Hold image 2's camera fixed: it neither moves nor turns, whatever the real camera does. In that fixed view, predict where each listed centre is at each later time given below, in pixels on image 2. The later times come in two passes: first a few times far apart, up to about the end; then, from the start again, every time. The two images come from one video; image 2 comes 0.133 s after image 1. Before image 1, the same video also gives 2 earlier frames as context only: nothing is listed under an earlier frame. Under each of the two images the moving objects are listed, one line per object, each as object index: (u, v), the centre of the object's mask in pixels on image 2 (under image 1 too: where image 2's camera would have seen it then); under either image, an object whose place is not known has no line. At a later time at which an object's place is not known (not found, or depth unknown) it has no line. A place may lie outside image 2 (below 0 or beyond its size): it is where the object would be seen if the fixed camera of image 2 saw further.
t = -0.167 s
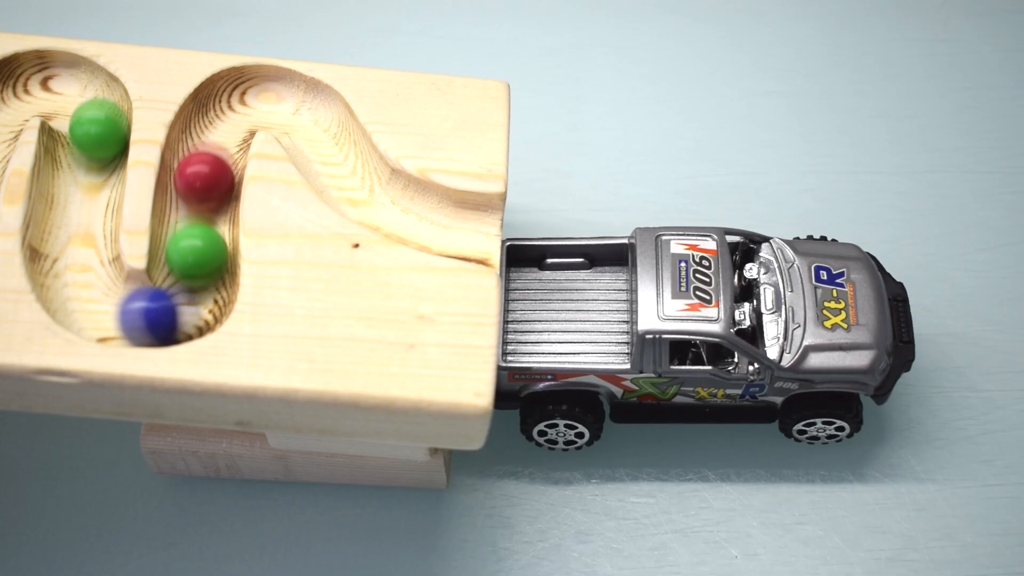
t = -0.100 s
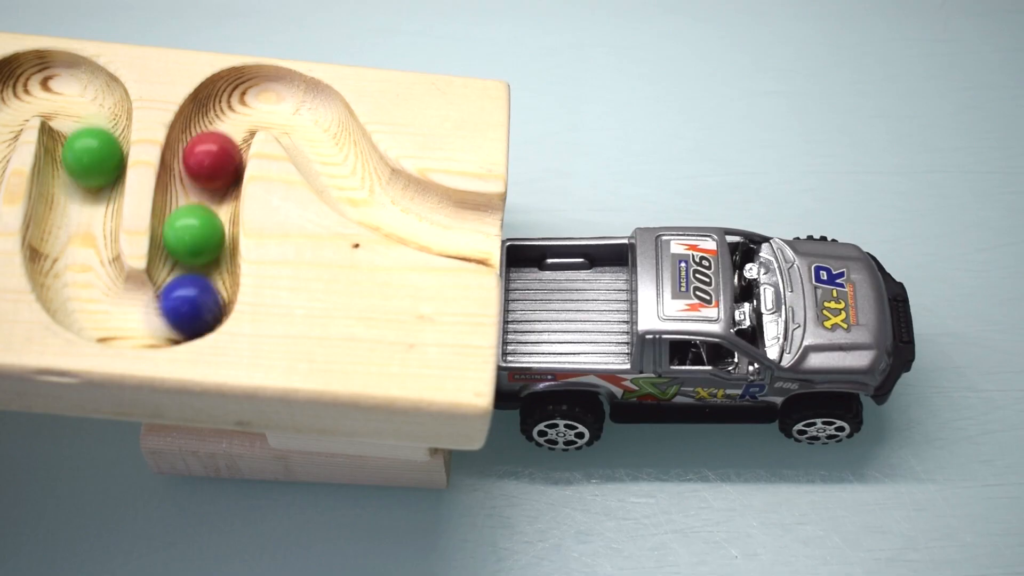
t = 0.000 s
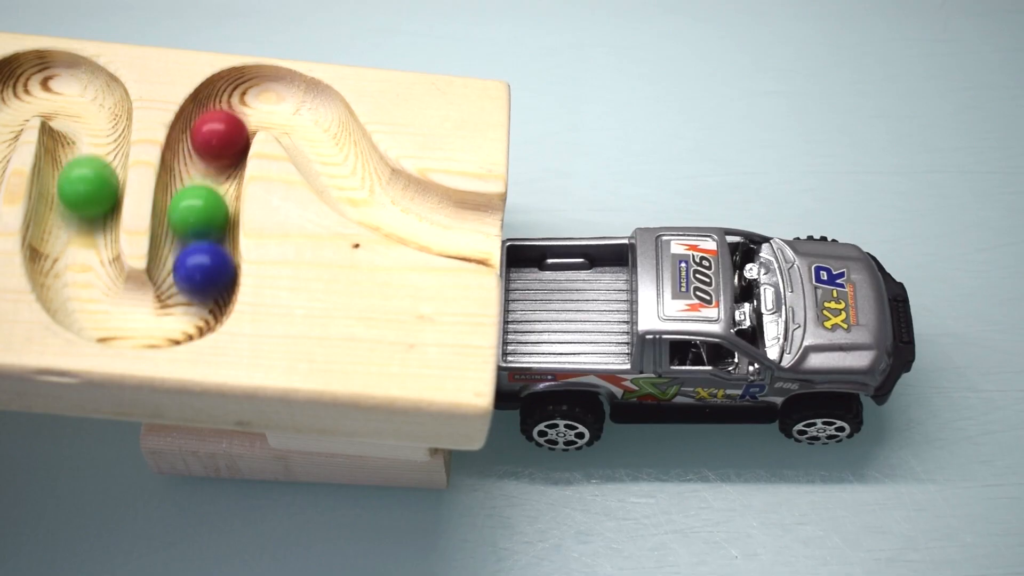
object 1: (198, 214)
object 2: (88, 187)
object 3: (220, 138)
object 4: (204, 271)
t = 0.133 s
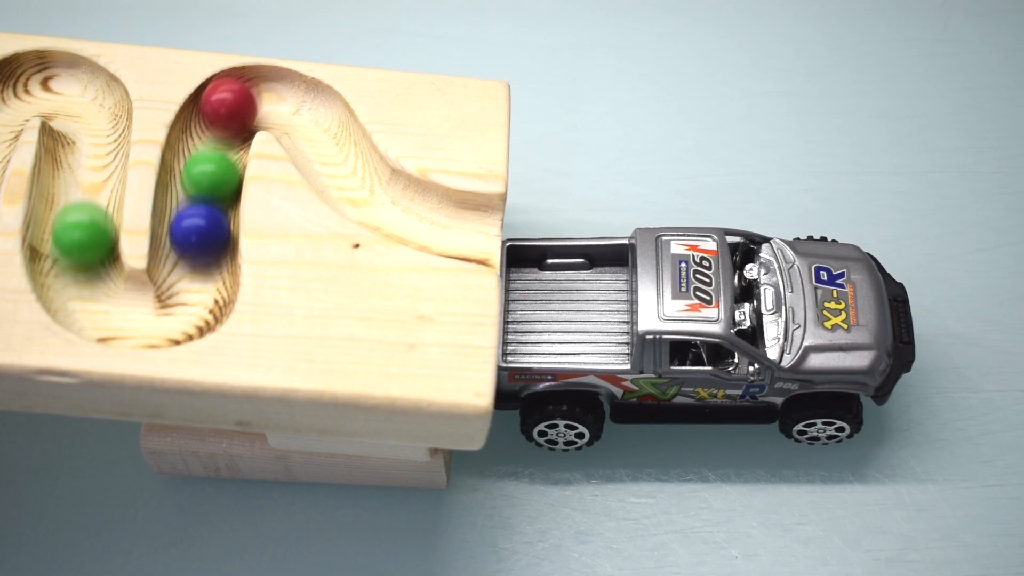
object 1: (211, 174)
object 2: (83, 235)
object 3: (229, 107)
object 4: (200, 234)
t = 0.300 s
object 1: (215, 132)
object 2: (84, 302)
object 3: (269, 96)
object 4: (206, 195)
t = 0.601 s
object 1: (282, 96)
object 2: (199, 291)
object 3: (343, 164)
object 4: (218, 137)
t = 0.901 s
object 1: (355, 188)
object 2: (207, 193)
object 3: (453, 229)
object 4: (265, 93)
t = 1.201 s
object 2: (229, 113)
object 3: (583, 298)
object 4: (333, 155)
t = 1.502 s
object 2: (308, 112)
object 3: (543, 326)
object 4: (447, 226)
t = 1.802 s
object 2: (369, 201)
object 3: (537, 334)
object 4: (582, 297)
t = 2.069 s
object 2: (538, 240)
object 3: (535, 334)
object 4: (595, 321)
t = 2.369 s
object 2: (600, 277)
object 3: (536, 334)
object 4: (601, 335)
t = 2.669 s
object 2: (597, 284)
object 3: (534, 334)
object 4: (600, 335)
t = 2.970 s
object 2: (595, 284)
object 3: (534, 335)
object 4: (601, 336)
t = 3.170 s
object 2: (596, 284)
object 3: (534, 335)
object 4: (601, 336)
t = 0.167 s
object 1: (215, 167)
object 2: (82, 250)
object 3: (234, 99)
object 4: (200, 225)
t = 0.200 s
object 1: (216, 156)
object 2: (82, 268)
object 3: (241, 93)
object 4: (201, 215)
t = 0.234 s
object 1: (215, 145)
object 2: (81, 283)
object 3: (252, 93)
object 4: (203, 206)
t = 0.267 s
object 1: (215, 137)
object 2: (81, 290)
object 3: (261, 93)
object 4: (204, 201)
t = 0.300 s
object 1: (215, 132)
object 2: (84, 302)
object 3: (269, 96)
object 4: (206, 195)
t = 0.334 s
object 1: (216, 122)
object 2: (93, 309)
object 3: (284, 98)
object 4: (210, 187)
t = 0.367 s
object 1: (219, 112)
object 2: (109, 313)
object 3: (295, 104)
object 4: (212, 178)
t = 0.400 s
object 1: (224, 104)
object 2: (120, 317)
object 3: (304, 111)
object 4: (213, 171)
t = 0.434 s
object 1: (227, 101)
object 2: (129, 317)
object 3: (308, 114)
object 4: (213, 167)
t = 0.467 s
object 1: (235, 96)
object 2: (149, 319)
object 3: (321, 125)
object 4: (213, 160)
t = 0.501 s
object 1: (248, 93)
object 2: (170, 317)
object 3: (332, 134)
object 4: (213, 153)
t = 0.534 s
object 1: (263, 92)
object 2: (187, 308)
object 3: (336, 147)
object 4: (215, 146)
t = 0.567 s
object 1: (274, 91)
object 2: (194, 299)
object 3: (337, 152)
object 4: (216, 142)
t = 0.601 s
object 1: (282, 96)
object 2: (199, 291)
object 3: (343, 164)
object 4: (218, 137)
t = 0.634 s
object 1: (295, 102)
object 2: (201, 276)
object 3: (349, 180)
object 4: (220, 129)
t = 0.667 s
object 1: (311, 112)
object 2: (202, 262)
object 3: (358, 192)
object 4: (224, 123)
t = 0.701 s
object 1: (324, 121)
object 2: (202, 249)
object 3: (368, 199)
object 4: (228, 117)
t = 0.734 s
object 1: (326, 125)
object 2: (203, 241)
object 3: (373, 202)
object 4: (231, 111)
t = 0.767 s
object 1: (332, 140)
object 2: (203, 233)
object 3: (388, 209)
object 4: (236, 106)
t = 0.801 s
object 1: (338, 154)
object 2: (203, 220)
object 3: (406, 216)
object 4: (244, 99)
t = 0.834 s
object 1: (345, 170)
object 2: (204, 207)
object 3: (428, 223)
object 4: (252, 94)
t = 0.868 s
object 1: (348, 175)
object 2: (206, 197)
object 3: (440, 226)
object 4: (259, 92)
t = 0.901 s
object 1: (355, 188)
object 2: (207, 193)
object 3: (453, 229)
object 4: (265, 93)
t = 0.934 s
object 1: (366, 199)
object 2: (209, 182)
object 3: (479, 234)
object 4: (276, 96)
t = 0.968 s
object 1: (382, 206)
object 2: (211, 170)
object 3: (506, 241)
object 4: (289, 100)
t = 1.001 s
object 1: (401, 213)
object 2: (213, 158)
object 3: (532, 249)
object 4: (295, 103)
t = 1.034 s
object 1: (414, 218)
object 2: (214, 152)
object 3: (547, 260)
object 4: (305, 108)
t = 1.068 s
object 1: (426, 224)
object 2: (216, 145)
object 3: (561, 271)
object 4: (316, 114)
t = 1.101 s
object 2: (219, 134)
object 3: (592, 304)
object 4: (325, 124)
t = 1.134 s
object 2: (223, 124)
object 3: (594, 299)
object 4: (328, 136)
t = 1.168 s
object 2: (226, 117)
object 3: (588, 297)
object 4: (331, 147)
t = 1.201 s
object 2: (229, 113)
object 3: (583, 298)
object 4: (333, 155)
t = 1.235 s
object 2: (236, 103)
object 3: (572, 308)
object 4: (339, 166)
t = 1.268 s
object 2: (244, 94)
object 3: (562, 327)
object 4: (346, 179)
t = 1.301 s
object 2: (254, 92)
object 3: (557, 332)
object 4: (354, 190)
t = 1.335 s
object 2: (262, 92)
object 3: (554, 331)
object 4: (364, 198)
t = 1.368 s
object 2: (270, 93)
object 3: (552, 329)
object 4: (371, 202)
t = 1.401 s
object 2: (283, 95)
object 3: (550, 326)
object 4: (388, 210)
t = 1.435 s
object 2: (293, 101)
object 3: (548, 326)
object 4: (410, 217)
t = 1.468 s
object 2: (303, 108)
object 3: (546, 326)
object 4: (434, 222)
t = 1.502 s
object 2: (308, 112)
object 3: (543, 326)
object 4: (447, 226)
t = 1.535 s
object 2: (320, 121)
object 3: (541, 326)
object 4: (462, 229)
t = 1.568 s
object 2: (330, 131)
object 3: (538, 327)
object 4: (488, 234)
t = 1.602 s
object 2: (336, 145)
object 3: (536, 328)
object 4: (518, 240)
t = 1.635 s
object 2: (338, 156)
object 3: (535, 329)
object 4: (534, 237)
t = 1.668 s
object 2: (340, 163)
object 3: (536, 331)
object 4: (558, 246)
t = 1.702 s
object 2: (345, 178)
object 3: (536, 332)
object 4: (578, 280)
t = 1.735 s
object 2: (354, 191)
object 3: (537, 333)
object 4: (598, 299)
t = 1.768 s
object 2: (366, 199)
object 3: (537, 333)
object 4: (586, 294)
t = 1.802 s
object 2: (369, 201)
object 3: (537, 334)
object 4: (582, 297)
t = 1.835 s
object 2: (388, 209)
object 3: (535, 334)
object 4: (581, 298)
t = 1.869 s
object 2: (410, 215)
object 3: (533, 334)
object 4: (584, 305)
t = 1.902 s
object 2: (435, 220)
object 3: (533, 334)
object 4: (590, 311)
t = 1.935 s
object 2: (460, 227)
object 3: (533, 334)
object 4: (595, 313)
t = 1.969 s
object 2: (462, 227)
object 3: (534, 334)
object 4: (598, 315)
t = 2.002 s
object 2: (489, 234)
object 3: (535, 334)
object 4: (596, 318)
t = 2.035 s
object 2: (517, 241)
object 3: (535, 334)
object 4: (596, 319)
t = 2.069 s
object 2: (538, 240)
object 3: (535, 334)
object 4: (595, 321)
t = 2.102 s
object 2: (562, 264)
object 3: (535, 334)
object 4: (596, 322)
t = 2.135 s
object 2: (572, 275)
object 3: (535, 334)
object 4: (598, 329)
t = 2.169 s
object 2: (579, 274)
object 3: (535, 334)
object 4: (595, 334)
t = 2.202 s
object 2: (593, 271)
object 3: (535, 334)
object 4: (595, 335)
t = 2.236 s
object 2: (594, 271)
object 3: (535, 334)
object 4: (597, 335)
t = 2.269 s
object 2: (594, 271)
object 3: (535, 334)
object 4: (598, 335)
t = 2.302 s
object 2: (594, 271)
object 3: (535, 334)
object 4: (600, 335)
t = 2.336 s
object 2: (597, 274)
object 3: (535, 334)
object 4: (601, 334)
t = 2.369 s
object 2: (600, 277)
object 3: (536, 334)
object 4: (601, 335)
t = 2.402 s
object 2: (600, 279)
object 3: (536, 333)
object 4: (600, 335)
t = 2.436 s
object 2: (600, 281)
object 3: (535, 334)
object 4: (600, 335)
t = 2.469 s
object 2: (599, 284)
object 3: (535, 334)
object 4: (600, 335)
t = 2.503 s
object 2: (598, 284)
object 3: (535, 334)
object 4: (600, 335)
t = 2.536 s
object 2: (598, 284)
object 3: (535, 334)
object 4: (600, 335)
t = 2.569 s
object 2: (597, 284)
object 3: (535, 334)
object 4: (601, 335)
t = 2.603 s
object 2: (597, 284)
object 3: (535, 334)
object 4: (601, 335)
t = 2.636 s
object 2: (597, 284)
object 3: (535, 334)
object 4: (601, 335)
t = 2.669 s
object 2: (597, 284)
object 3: (534, 334)
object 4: (600, 335)
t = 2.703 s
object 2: (596, 284)
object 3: (535, 334)
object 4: (600, 335)
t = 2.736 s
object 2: (596, 285)
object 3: (534, 335)
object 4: (600, 336)
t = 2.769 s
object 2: (596, 284)
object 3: (535, 334)
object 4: (600, 336)
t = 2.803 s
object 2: (596, 284)
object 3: (535, 335)
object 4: (600, 335)
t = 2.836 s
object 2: (595, 284)
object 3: (534, 335)
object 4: (600, 336)
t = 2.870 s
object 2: (595, 284)
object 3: (534, 335)
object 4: (601, 336)
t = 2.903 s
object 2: (595, 284)
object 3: (534, 335)
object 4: (600, 335)
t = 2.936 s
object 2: (595, 284)
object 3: (534, 335)
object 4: (600, 335)
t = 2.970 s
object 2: (595, 284)
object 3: (534, 335)
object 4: (601, 336)
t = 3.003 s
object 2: (595, 284)
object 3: (534, 335)
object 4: (600, 336)
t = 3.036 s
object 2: (595, 284)
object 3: (534, 335)
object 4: (600, 335)
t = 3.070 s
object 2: (595, 284)
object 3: (534, 335)
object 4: (600, 335)
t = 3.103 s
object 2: (596, 284)
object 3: (534, 335)
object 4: (600, 335)
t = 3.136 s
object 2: (596, 284)
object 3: (534, 335)
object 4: (601, 335)
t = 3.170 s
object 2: (596, 284)
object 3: (534, 335)
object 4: (601, 336)
